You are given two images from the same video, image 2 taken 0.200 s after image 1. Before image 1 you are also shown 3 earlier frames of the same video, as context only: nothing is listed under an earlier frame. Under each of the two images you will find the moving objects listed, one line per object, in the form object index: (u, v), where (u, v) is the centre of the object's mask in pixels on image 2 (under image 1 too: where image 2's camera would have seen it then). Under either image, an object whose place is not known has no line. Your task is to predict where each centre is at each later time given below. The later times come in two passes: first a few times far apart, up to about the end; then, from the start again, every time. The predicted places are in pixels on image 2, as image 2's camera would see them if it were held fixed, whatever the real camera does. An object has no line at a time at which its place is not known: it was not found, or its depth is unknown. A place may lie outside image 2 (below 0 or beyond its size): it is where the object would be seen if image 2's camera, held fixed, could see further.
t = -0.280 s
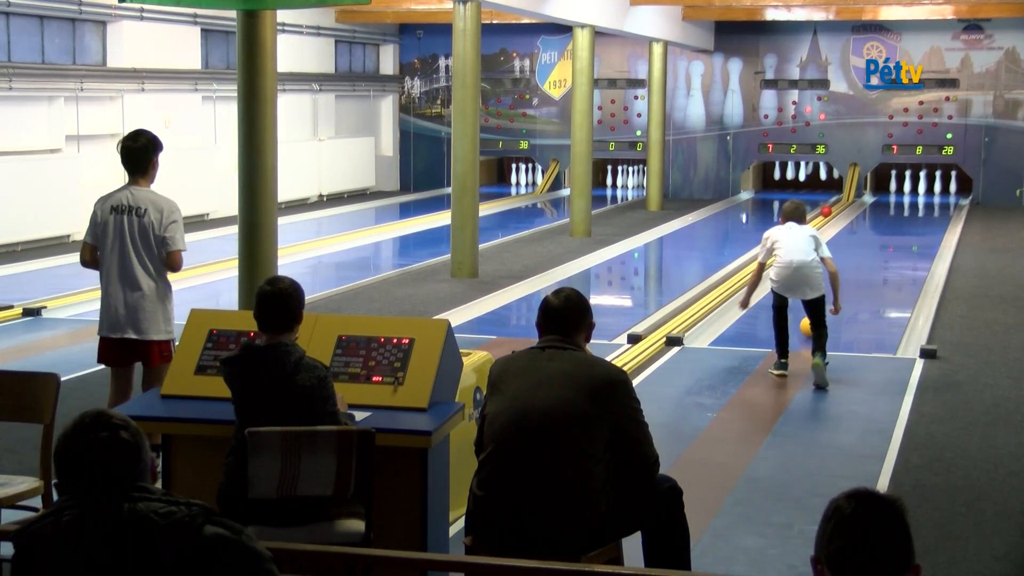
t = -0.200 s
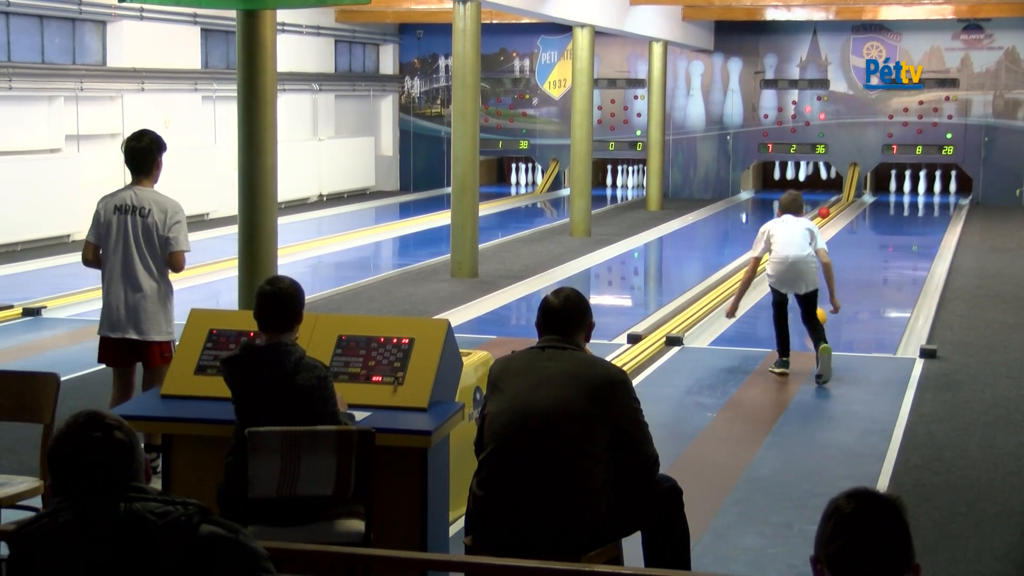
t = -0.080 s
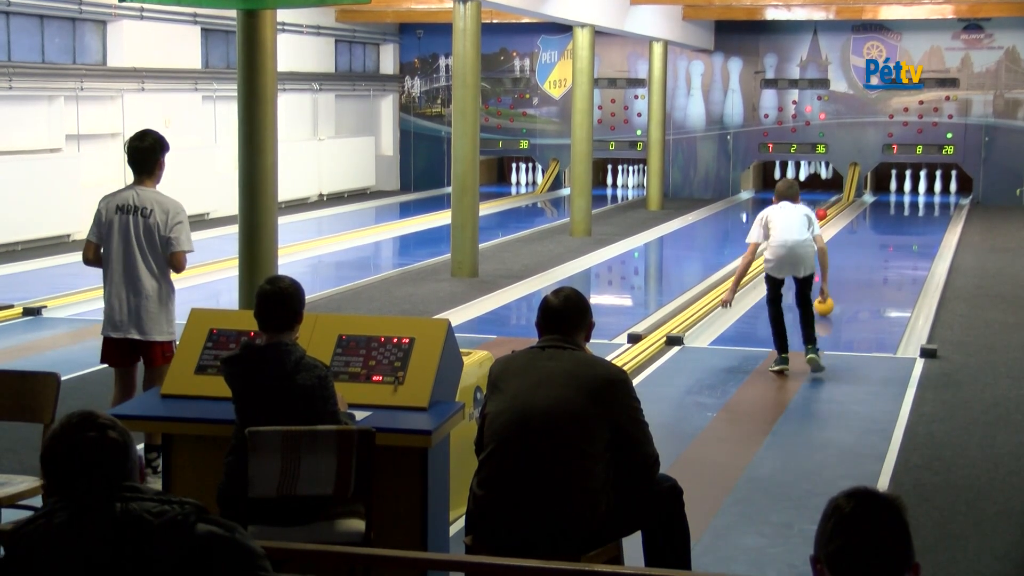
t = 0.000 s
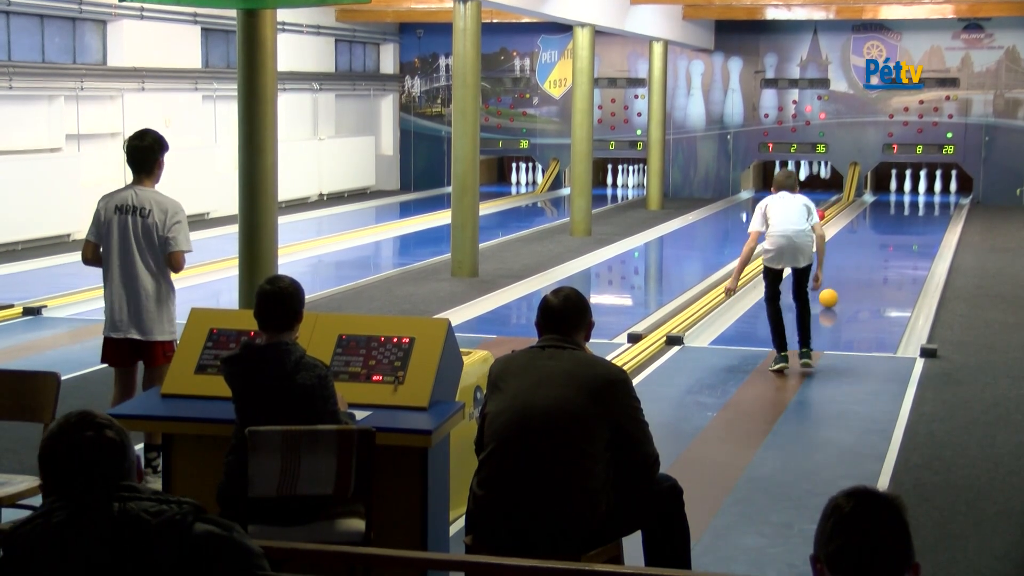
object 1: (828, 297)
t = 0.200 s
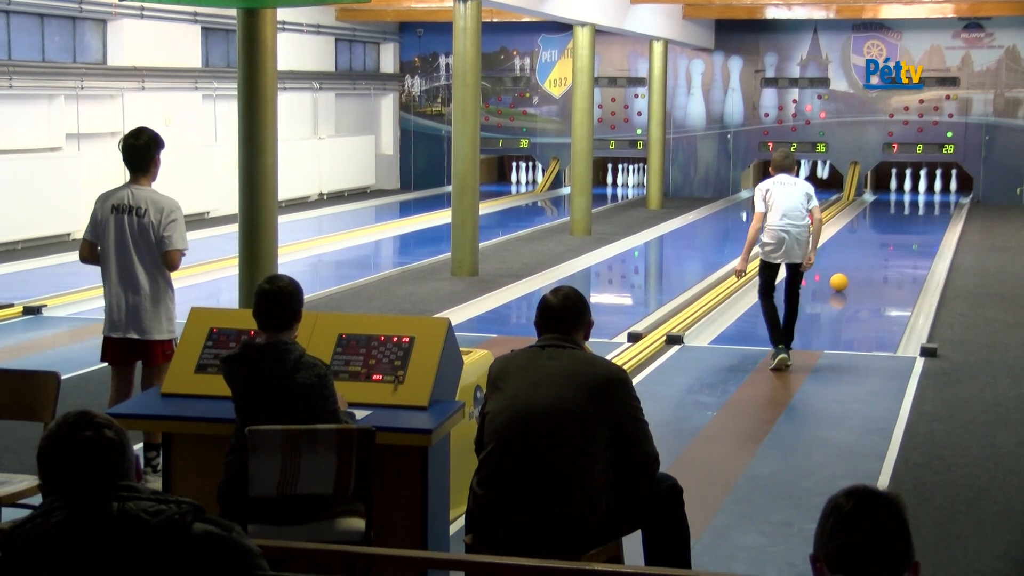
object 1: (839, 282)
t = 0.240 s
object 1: (841, 279)
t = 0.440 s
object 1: (849, 267)
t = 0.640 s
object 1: (857, 256)
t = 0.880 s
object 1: (865, 245)
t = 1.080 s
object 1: (871, 238)
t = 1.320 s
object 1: (877, 229)
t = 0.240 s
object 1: (841, 279)
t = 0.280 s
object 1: (842, 276)
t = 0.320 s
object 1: (844, 274)
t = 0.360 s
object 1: (846, 271)
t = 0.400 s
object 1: (847, 269)
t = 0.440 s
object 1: (849, 267)
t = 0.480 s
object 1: (851, 264)
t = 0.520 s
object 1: (852, 262)
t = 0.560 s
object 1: (854, 260)
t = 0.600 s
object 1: (856, 258)
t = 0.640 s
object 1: (857, 256)
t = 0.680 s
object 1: (858, 254)
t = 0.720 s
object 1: (860, 252)
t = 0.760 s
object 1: (861, 250)
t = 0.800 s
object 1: (862, 249)
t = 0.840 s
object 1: (864, 247)
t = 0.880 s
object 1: (865, 245)
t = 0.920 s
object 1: (866, 244)
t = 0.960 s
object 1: (867, 242)
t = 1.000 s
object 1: (869, 240)
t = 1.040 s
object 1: (870, 239)
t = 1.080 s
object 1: (871, 238)
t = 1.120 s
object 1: (872, 236)
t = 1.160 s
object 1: (873, 235)
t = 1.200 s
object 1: (874, 233)
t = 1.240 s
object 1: (875, 232)
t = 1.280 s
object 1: (877, 231)
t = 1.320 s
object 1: (877, 229)
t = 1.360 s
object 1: (879, 228)
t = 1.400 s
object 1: (880, 227)
